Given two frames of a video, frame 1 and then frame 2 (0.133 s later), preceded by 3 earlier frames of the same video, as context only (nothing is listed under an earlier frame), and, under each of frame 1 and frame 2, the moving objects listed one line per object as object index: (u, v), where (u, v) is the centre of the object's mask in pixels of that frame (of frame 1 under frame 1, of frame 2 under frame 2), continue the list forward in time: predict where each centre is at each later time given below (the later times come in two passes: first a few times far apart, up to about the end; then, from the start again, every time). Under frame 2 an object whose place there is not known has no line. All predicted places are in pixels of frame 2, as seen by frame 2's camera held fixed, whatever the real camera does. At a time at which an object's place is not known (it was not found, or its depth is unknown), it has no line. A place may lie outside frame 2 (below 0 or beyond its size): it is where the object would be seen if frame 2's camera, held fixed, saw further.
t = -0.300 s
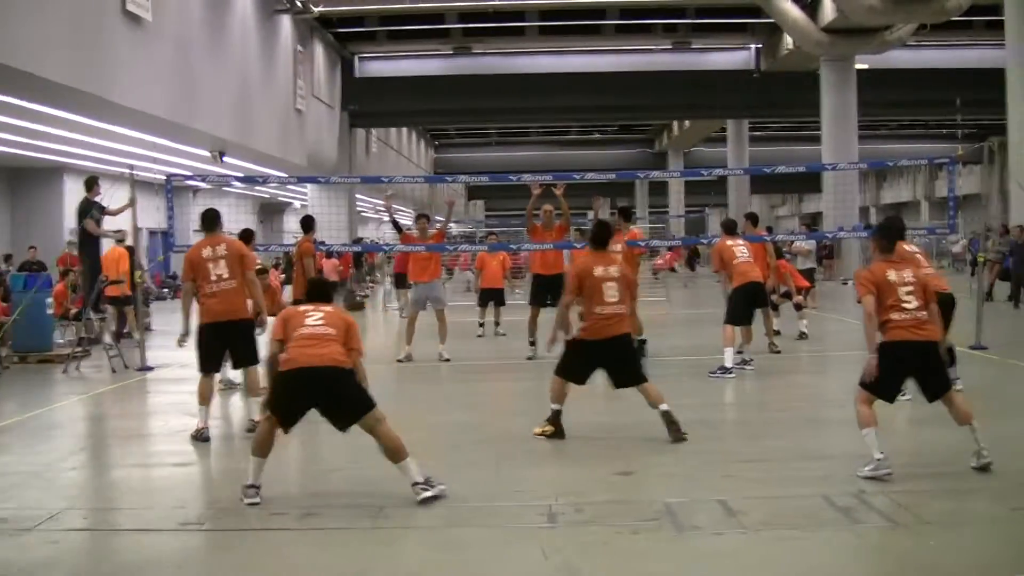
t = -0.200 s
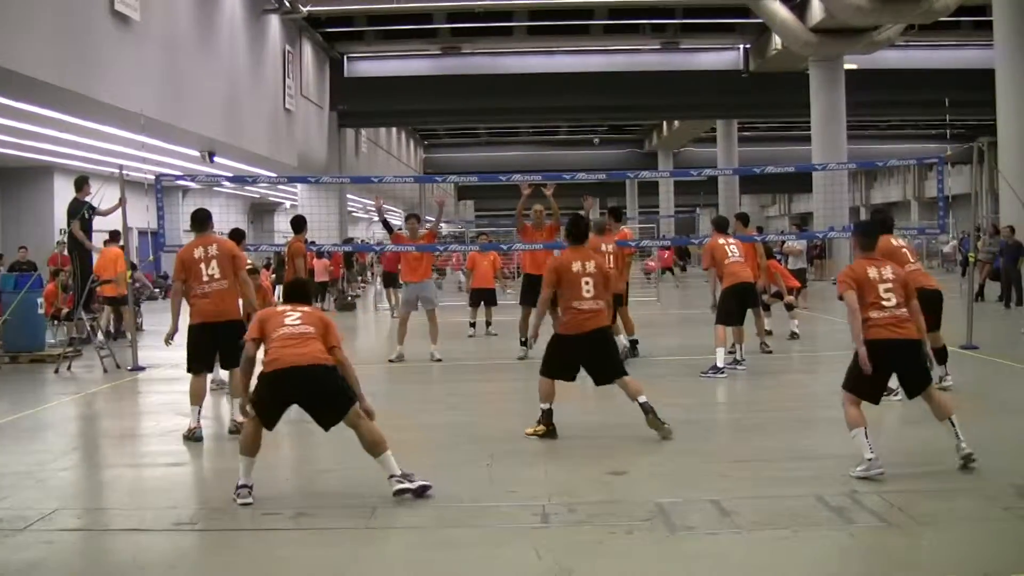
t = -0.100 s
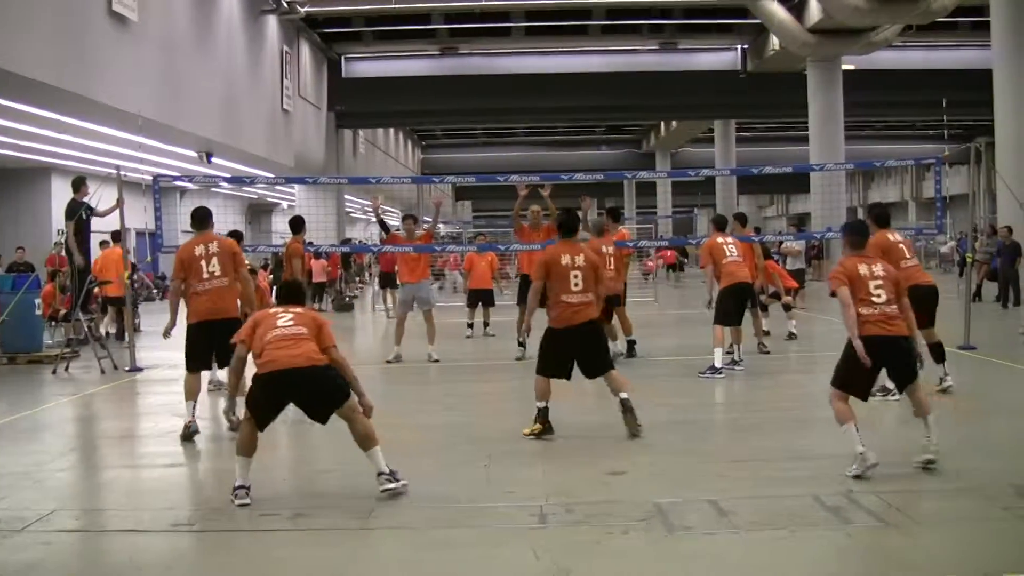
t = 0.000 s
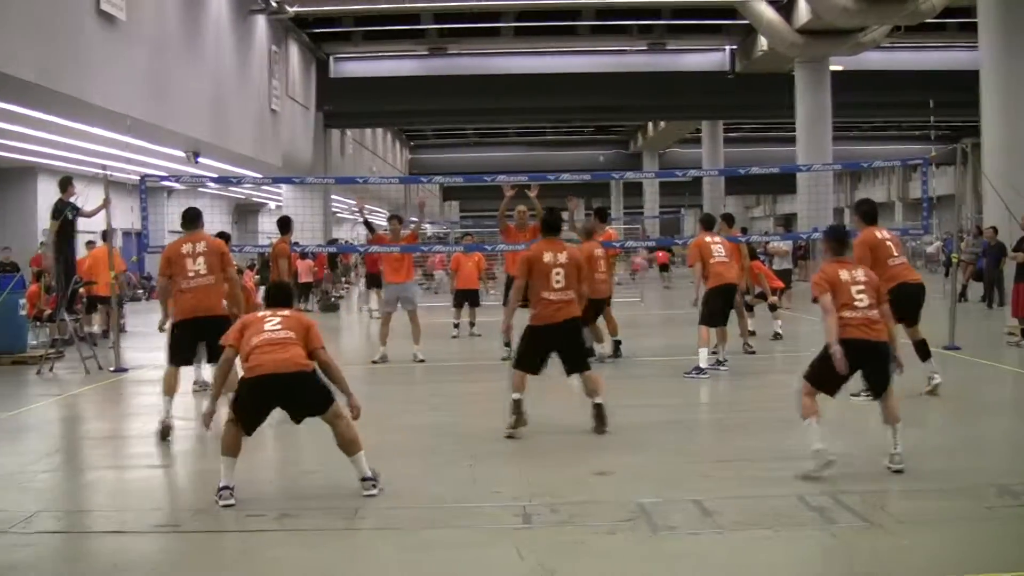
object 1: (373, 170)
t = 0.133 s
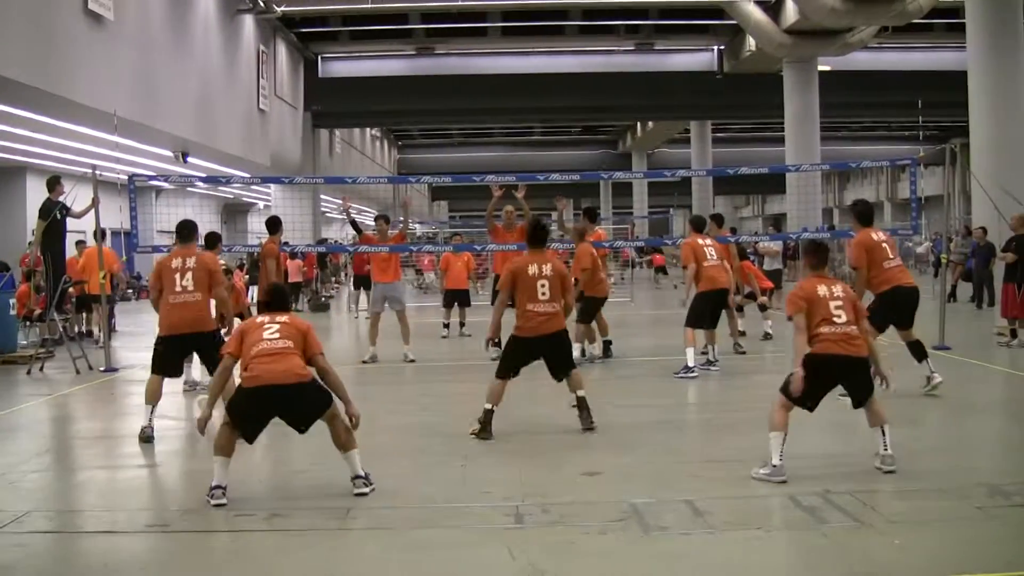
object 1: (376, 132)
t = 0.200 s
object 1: (382, 118)
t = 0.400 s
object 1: (402, 80)
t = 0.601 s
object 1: (426, 62)
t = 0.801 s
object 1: (450, 73)
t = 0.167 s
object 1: (379, 125)
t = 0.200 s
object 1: (382, 118)
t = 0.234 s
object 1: (385, 111)
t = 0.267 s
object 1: (388, 104)
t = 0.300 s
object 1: (391, 96)
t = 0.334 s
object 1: (394, 92)
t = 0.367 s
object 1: (398, 86)
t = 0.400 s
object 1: (402, 80)
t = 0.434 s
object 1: (406, 76)
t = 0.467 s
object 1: (409, 72)
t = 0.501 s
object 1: (413, 69)
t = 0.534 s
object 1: (417, 68)
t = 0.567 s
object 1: (422, 64)
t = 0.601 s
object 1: (426, 62)
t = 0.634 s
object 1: (430, 61)
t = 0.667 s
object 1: (434, 62)
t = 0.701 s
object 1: (437, 63)
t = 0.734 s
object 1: (442, 64)
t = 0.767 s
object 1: (445, 69)
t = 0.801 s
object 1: (450, 73)
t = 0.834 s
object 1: (454, 78)
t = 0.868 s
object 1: (458, 83)
